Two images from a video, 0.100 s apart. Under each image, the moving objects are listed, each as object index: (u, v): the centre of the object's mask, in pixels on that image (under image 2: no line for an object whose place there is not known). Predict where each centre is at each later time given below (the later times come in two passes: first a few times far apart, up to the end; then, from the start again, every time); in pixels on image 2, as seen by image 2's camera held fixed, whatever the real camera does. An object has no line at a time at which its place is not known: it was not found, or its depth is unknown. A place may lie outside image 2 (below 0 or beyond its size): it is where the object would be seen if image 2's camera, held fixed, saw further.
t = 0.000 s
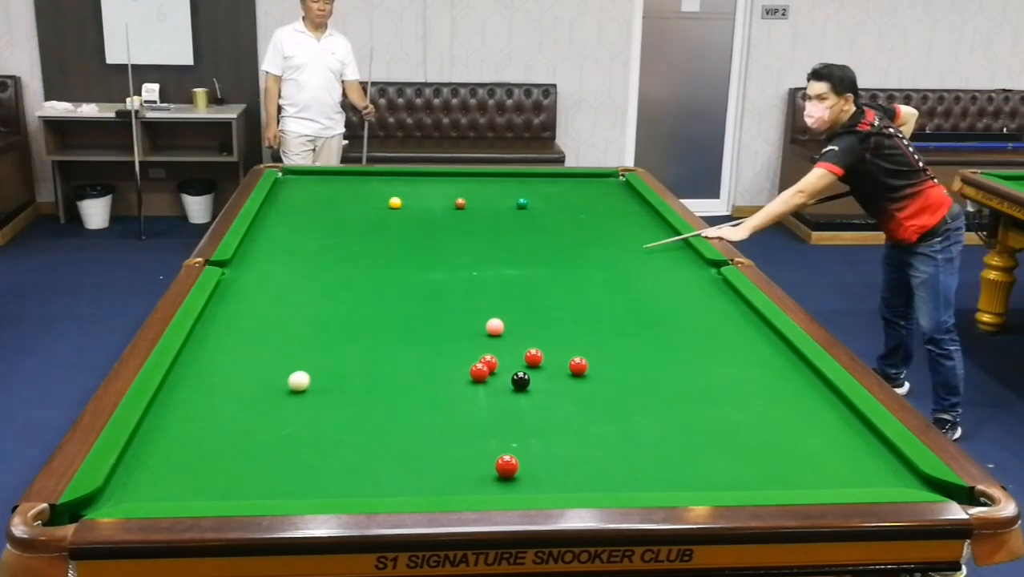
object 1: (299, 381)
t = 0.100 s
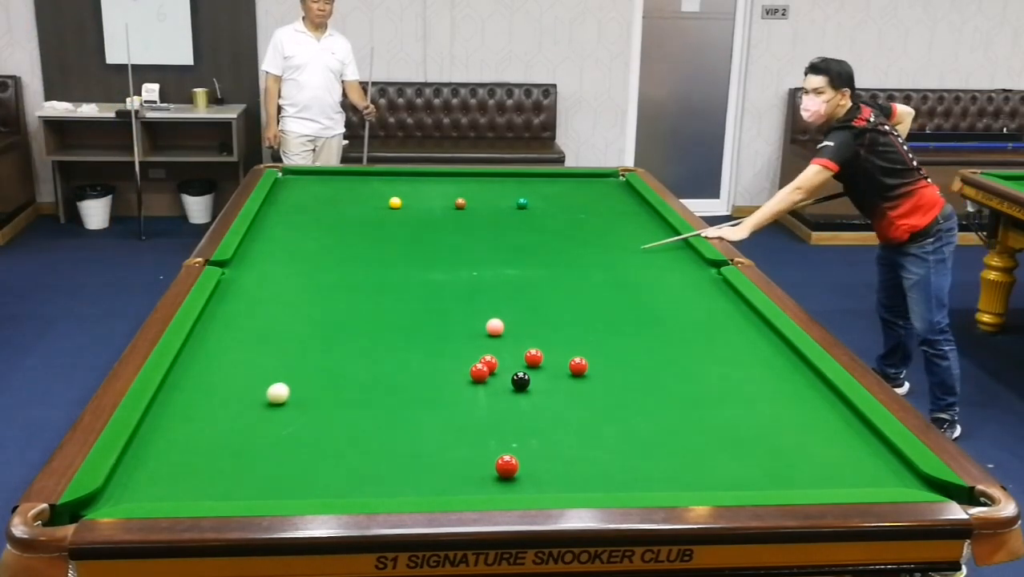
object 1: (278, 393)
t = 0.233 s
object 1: (249, 410)
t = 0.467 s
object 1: (193, 441)
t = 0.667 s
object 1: (140, 472)
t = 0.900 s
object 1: (120, 500)
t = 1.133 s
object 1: (125, 483)
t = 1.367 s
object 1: (129, 465)
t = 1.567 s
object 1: (134, 451)
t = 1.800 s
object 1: (144, 438)
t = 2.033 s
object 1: (154, 426)
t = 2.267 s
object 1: (162, 415)
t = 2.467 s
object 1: (169, 407)
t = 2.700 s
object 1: (175, 399)
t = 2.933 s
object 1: (181, 391)
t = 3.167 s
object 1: (187, 384)
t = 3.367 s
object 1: (192, 379)
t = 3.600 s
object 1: (197, 375)
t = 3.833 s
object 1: (201, 370)
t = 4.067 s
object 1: (205, 367)
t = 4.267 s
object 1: (208, 364)
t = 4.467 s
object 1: (211, 362)
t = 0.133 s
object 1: (271, 397)
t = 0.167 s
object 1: (263, 401)
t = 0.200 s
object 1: (256, 406)
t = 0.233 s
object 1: (249, 410)
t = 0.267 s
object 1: (241, 414)
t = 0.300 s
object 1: (233, 418)
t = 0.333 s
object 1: (226, 423)
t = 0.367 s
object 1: (218, 427)
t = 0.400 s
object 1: (209, 432)
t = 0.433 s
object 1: (201, 437)
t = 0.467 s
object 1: (193, 441)
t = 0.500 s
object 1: (185, 446)
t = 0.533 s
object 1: (176, 451)
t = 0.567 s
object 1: (167, 456)
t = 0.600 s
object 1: (158, 461)
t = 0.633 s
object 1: (149, 466)
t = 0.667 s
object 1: (140, 472)
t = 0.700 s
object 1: (131, 477)
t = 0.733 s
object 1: (121, 482)
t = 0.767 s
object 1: (114, 488)
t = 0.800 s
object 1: (116, 492)
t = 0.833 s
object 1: (117, 494)
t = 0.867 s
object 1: (119, 497)
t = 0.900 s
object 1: (120, 500)
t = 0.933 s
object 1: (121, 498)
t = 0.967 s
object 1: (121, 496)
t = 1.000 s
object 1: (122, 494)
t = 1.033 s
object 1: (123, 492)
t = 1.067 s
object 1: (123, 489)
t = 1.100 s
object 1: (124, 486)
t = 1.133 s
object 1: (125, 483)
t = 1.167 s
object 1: (125, 481)
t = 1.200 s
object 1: (126, 478)
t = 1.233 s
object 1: (127, 475)
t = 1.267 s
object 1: (127, 473)
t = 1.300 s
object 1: (128, 470)
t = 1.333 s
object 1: (128, 467)
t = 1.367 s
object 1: (129, 465)
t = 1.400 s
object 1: (130, 462)
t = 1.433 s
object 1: (130, 460)
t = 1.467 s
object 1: (131, 458)
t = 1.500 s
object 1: (132, 455)
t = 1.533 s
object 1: (132, 453)
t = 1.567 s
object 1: (134, 451)
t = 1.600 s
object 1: (136, 449)
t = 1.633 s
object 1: (137, 447)
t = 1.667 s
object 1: (139, 445)
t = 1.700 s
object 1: (140, 443)
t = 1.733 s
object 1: (142, 441)
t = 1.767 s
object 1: (143, 439)
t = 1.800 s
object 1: (144, 438)
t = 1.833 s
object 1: (146, 436)
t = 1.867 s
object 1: (147, 434)
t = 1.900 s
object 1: (148, 432)
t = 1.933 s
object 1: (150, 431)
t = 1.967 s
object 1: (151, 429)
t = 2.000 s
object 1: (153, 427)
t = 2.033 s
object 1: (154, 426)
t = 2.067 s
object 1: (155, 424)
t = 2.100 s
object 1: (156, 423)
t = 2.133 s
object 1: (157, 421)
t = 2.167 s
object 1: (158, 420)
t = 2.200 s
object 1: (160, 418)
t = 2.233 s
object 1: (161, 416)
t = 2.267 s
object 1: (162, 415)
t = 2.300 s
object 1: (163, 414)
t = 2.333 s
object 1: (164, 412)
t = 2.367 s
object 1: (165, 411)
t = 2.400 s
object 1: (167, 410)
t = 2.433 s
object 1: (168, 408)
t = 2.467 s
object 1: (169, 407)
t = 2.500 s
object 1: (170, 406)
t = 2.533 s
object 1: (171, 404)
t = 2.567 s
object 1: (171, 403)
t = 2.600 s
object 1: (172, 402)
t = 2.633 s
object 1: (173, 401)
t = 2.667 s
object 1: (174, 400)
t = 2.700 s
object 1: (175, 399)
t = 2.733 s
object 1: (176, 397)
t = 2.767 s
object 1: (177, 396)
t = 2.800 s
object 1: (178, 395)
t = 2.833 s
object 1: (179, 394)
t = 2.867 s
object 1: (179, 393)
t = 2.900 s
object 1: (180, 392)
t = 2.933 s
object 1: (181, 391)
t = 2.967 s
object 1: (182, 390)
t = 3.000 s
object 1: (183, 389)
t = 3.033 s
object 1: (184, 388)
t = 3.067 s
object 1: (185, 387)
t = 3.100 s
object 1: (186, 386)
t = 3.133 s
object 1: (186, 385)
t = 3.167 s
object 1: (187, 384)
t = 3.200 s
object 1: (188, 383)
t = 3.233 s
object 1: (189, 383)
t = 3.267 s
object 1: (189, 382)
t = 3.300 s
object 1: (190, 381)
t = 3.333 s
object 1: (191, 380)
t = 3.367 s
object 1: (192, 379)
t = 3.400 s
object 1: (192, 379)
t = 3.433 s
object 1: (193, 378)
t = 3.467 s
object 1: (194, 377)
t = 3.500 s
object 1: (195, 377)
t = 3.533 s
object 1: (195, 376)
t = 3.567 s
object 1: (196, 375)
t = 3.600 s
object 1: (197, 375)
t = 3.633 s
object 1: (197, 374)
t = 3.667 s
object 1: (198, 373)
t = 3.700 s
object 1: (199, 372)
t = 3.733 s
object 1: (199, 372)
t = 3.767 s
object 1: (200, 371)
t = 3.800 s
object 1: (201, 371)
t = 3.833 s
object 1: (201, 370)
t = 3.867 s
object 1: (202, 370)
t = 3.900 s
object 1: (202, 369)
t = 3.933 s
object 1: (203, 368)
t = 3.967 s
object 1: (204, 368)
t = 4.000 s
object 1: (204, 367)
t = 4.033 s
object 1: (205, 367)
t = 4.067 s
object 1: (205, 367)
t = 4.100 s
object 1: (206, 366)
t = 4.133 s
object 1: (206, 366)
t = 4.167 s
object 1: (207, 365)
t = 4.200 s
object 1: (207, 365)
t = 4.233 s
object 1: (208, 364)
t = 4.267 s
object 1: (208, 364)
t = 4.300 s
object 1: (209, 364)
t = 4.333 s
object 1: (209, 363)
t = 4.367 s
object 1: (210, 363)
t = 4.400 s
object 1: (210, 363)
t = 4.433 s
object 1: (210, 362)
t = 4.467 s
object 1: (211, 362)
